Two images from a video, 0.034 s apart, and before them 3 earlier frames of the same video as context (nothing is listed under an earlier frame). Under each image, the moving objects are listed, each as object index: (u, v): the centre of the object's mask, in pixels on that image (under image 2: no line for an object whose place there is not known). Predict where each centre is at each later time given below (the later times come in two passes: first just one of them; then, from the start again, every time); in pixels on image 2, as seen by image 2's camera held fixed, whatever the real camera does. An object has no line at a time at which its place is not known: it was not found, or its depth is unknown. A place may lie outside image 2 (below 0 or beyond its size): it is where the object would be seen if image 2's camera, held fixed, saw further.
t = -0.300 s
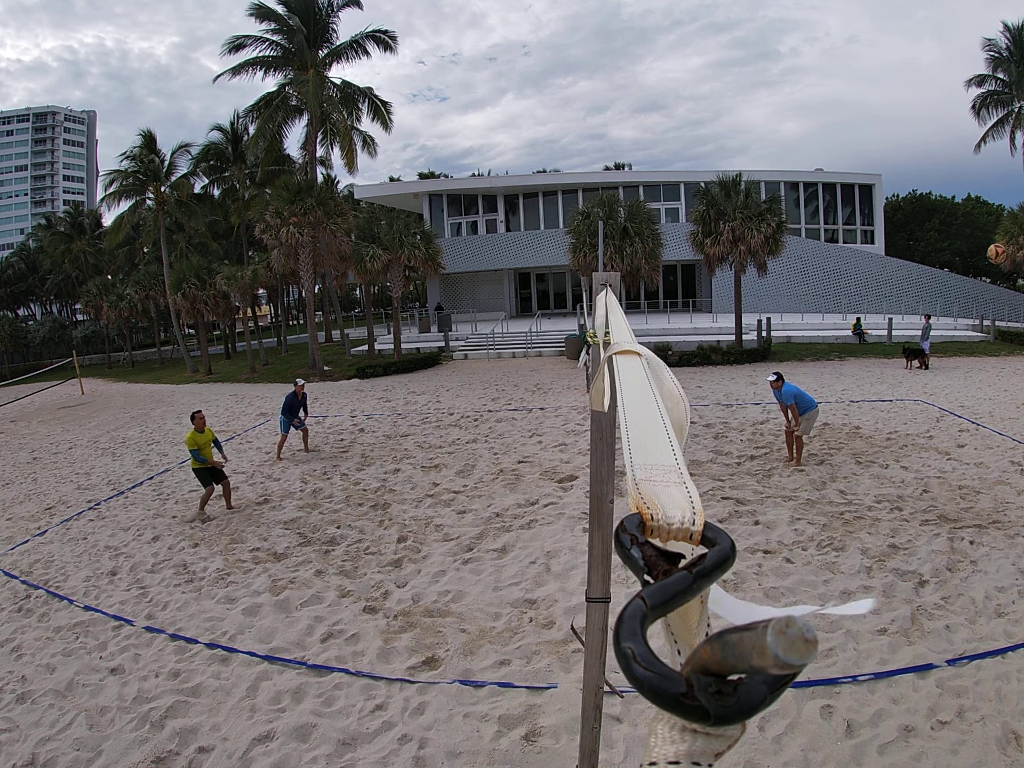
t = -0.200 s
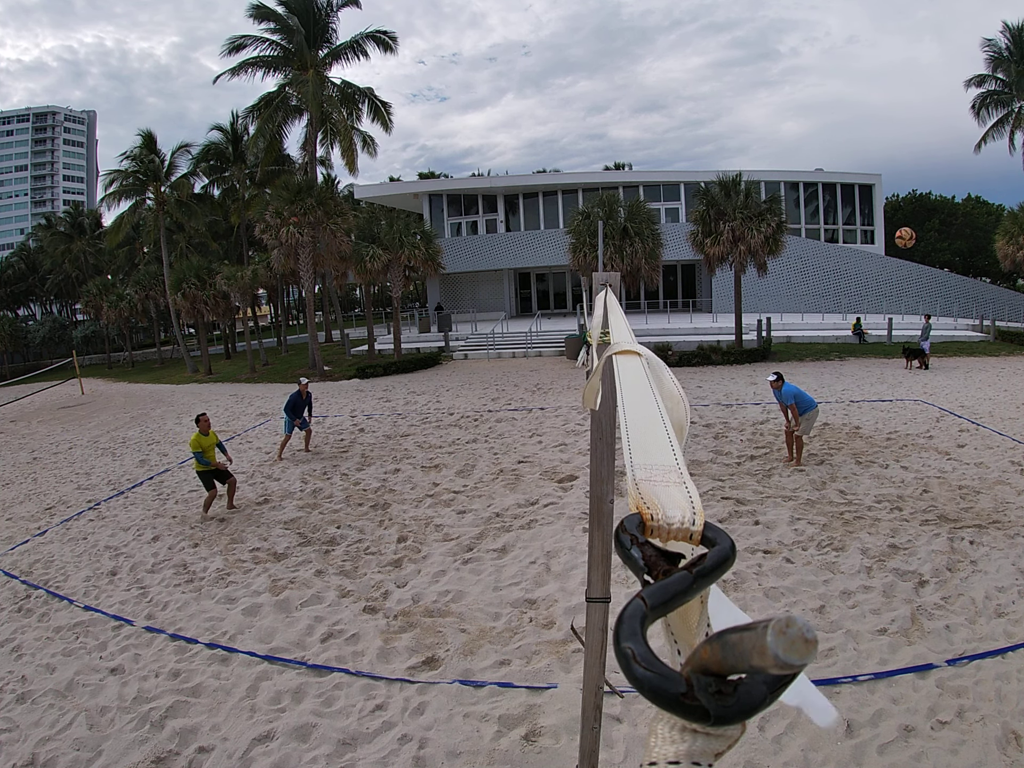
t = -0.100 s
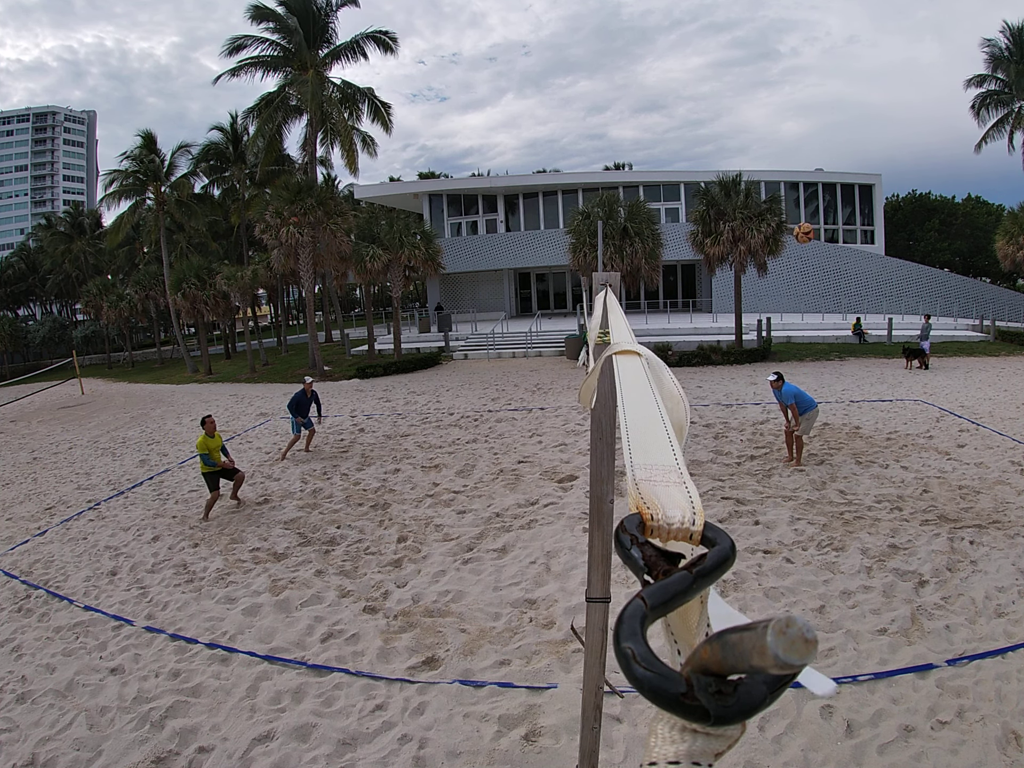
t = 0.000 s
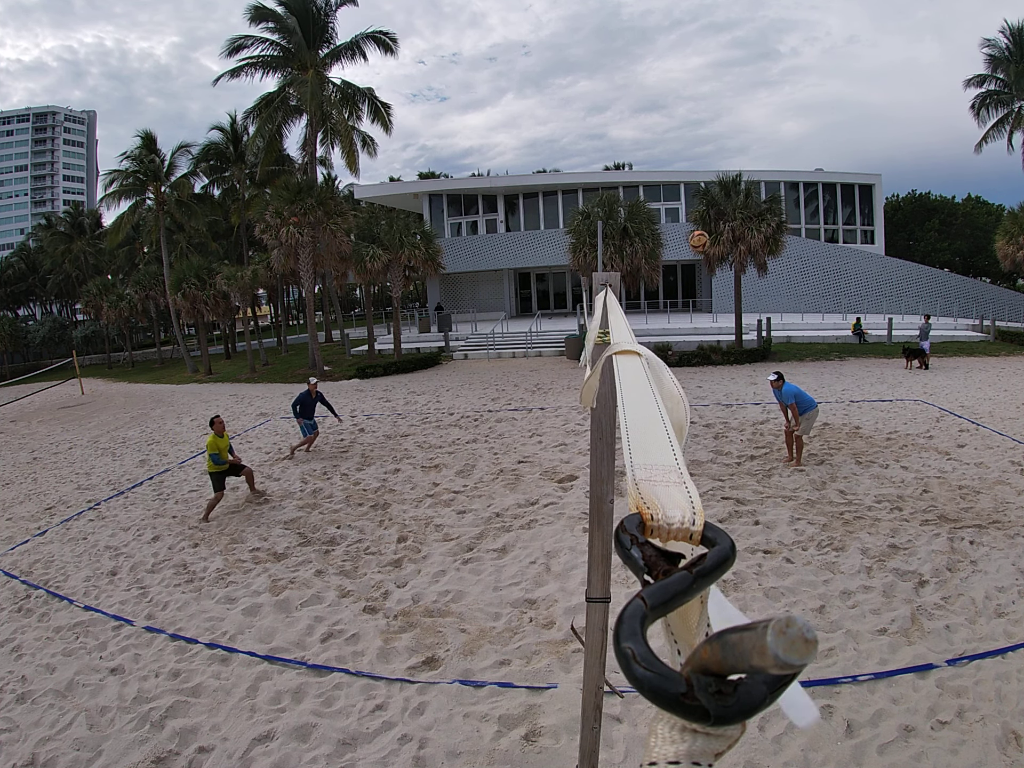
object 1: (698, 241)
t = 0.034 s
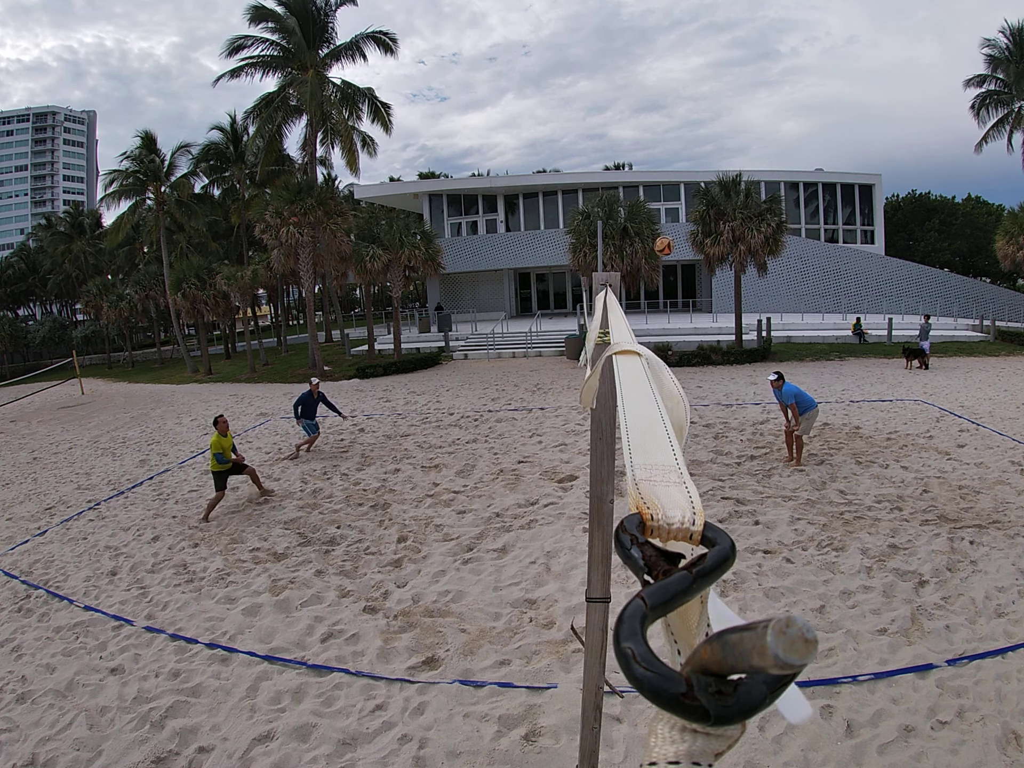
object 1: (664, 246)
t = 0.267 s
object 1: (452, 309)
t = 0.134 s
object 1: (565, 269)
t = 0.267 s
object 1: (452, 309)
